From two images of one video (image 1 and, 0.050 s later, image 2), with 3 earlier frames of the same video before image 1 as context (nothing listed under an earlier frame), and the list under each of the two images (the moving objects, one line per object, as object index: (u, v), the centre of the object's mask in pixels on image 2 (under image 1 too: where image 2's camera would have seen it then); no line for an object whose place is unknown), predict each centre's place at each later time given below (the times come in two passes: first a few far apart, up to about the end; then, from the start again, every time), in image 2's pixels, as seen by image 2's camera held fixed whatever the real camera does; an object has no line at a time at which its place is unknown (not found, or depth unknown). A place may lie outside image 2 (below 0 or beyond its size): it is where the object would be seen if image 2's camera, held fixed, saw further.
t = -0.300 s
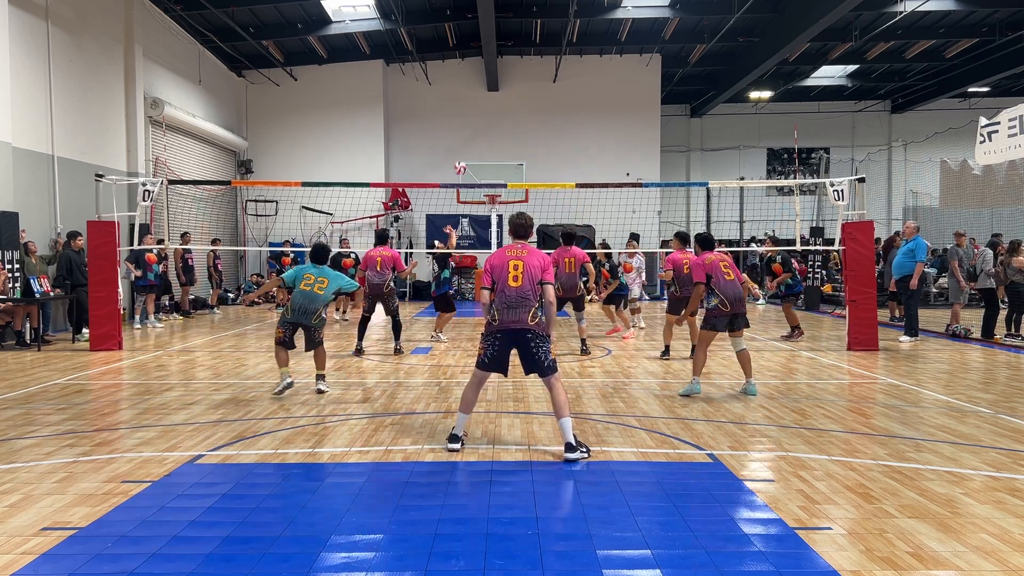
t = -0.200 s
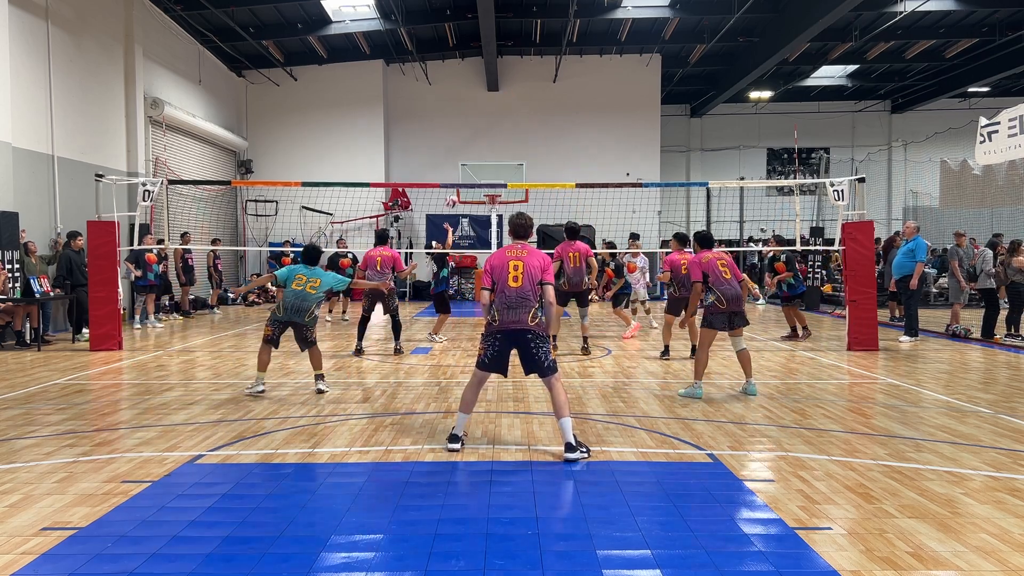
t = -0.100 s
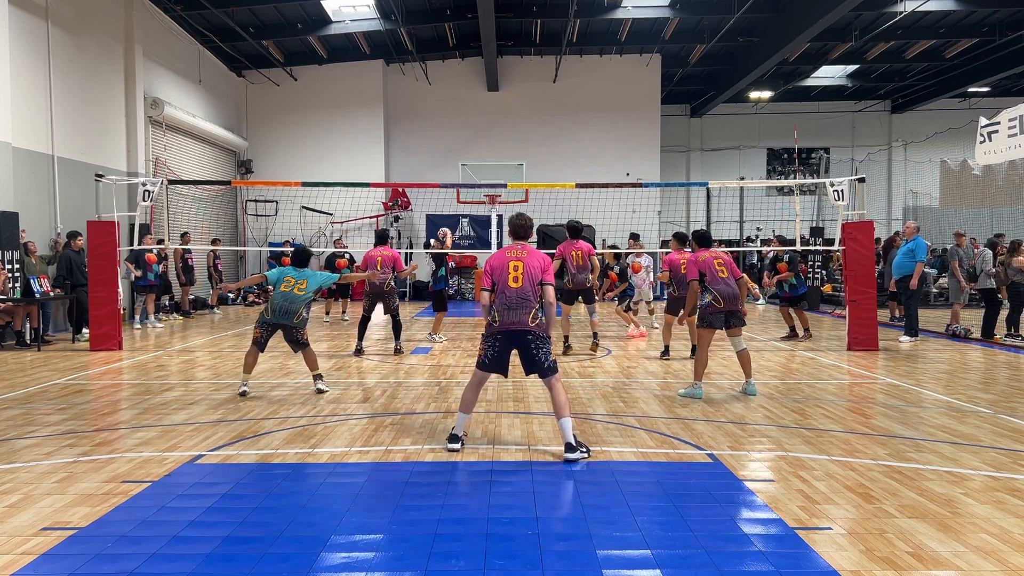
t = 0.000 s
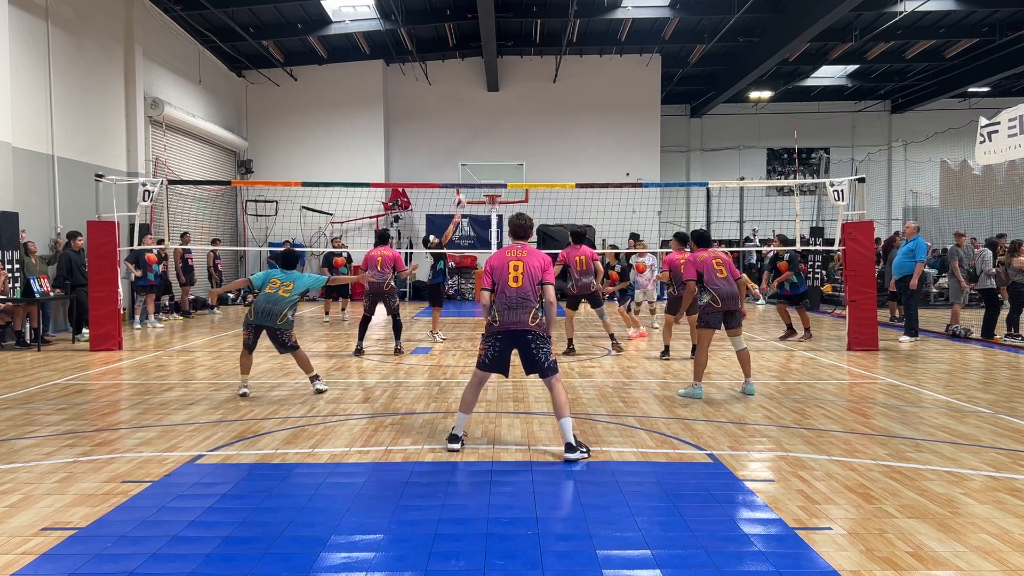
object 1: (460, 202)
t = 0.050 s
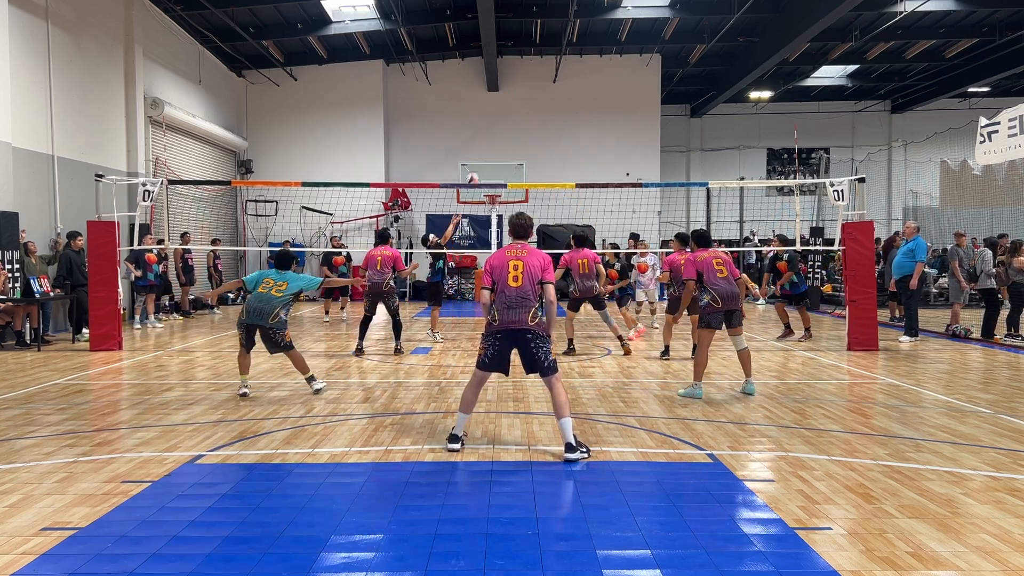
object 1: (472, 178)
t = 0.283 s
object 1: (528, 101)
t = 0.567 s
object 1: (596, 53)
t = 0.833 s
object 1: (658, 58)
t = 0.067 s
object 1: (476, 173)
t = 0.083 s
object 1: (480, 166)
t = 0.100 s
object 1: (484, 160)
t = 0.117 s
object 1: (489, 154)
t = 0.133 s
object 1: (492, 147)
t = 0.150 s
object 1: (496, 142)
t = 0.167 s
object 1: (500, 136)
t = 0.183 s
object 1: (504, 130)
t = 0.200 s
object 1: (509, 124)
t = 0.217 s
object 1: (513, 119)
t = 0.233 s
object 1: (516, 114)
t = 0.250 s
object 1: (520, 110)
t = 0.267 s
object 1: (524, 105)
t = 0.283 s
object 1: (528, 101)
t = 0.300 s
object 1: (532, 96)
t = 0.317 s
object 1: (536, 92)
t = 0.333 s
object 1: (540, 88)
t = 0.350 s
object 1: (544, 84)
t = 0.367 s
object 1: (548, 81)
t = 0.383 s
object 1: (552, 78)
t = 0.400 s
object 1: (556, 75)
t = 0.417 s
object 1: (560, 72)
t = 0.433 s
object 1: (564, 69)
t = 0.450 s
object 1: (568, 66)
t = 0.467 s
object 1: (572, 64)
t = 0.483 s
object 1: (576, 62)
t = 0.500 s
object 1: (580, 59)
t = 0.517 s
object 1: (584, 58)
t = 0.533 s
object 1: (588, 56)
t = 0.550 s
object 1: (592, 55)
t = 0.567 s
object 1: (596, 53)
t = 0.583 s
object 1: (600, 52)
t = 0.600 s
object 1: (604, 51)
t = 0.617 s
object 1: (608, 51)
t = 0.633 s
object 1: (611, 50)
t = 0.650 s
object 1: (615, 50)
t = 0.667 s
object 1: (619, 50)
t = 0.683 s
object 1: (623, 50)
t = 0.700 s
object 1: (627, 50)
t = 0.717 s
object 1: (631, 50)
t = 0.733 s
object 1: (635, 51)
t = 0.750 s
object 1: (639, 51)
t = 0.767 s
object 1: (643, 52)
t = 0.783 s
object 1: (647, 54)
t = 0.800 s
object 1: (650, 55)
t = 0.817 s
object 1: (654, 56)
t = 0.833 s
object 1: (658, 58)
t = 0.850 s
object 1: (662, 60)
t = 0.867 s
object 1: (666, 62)
